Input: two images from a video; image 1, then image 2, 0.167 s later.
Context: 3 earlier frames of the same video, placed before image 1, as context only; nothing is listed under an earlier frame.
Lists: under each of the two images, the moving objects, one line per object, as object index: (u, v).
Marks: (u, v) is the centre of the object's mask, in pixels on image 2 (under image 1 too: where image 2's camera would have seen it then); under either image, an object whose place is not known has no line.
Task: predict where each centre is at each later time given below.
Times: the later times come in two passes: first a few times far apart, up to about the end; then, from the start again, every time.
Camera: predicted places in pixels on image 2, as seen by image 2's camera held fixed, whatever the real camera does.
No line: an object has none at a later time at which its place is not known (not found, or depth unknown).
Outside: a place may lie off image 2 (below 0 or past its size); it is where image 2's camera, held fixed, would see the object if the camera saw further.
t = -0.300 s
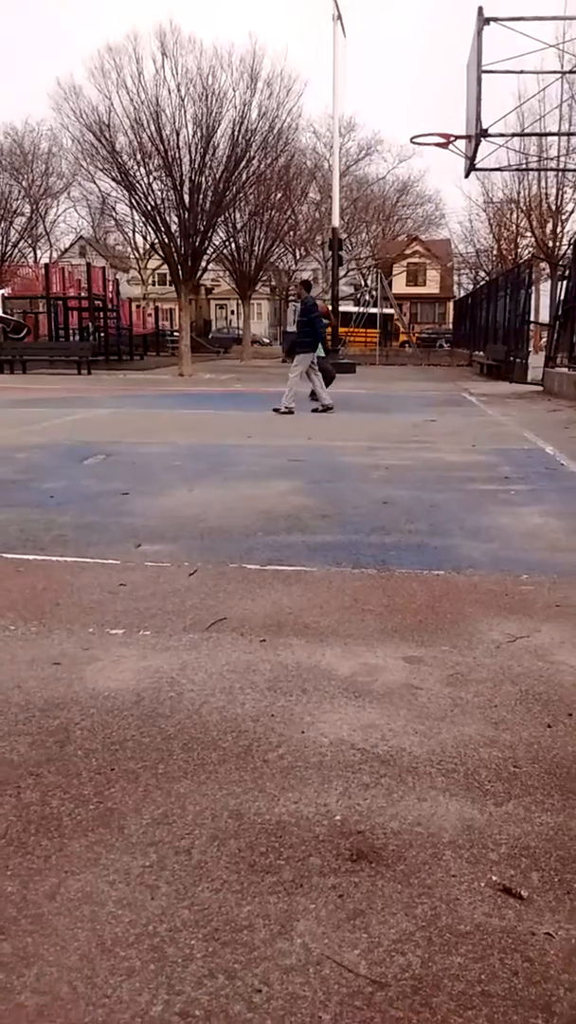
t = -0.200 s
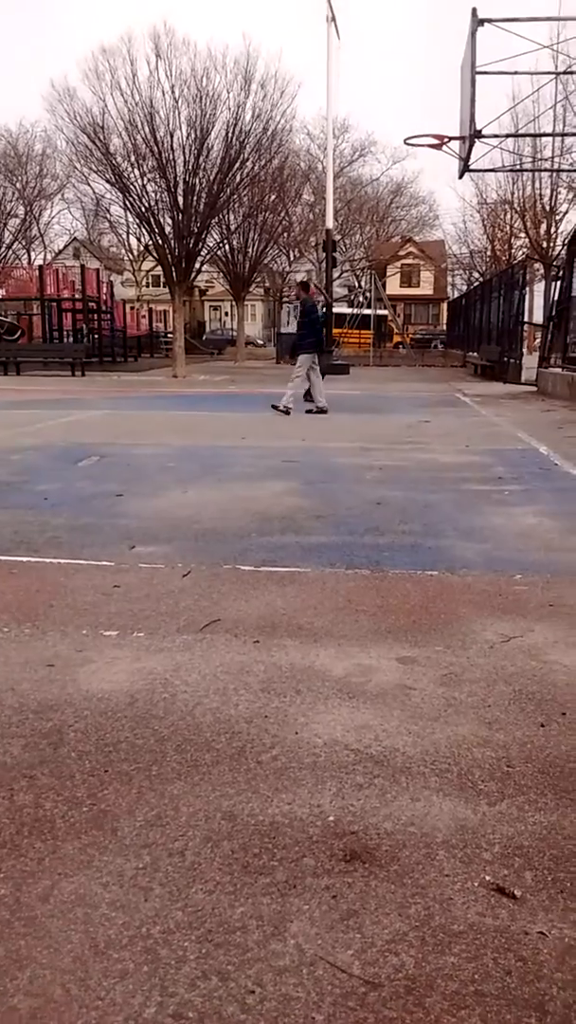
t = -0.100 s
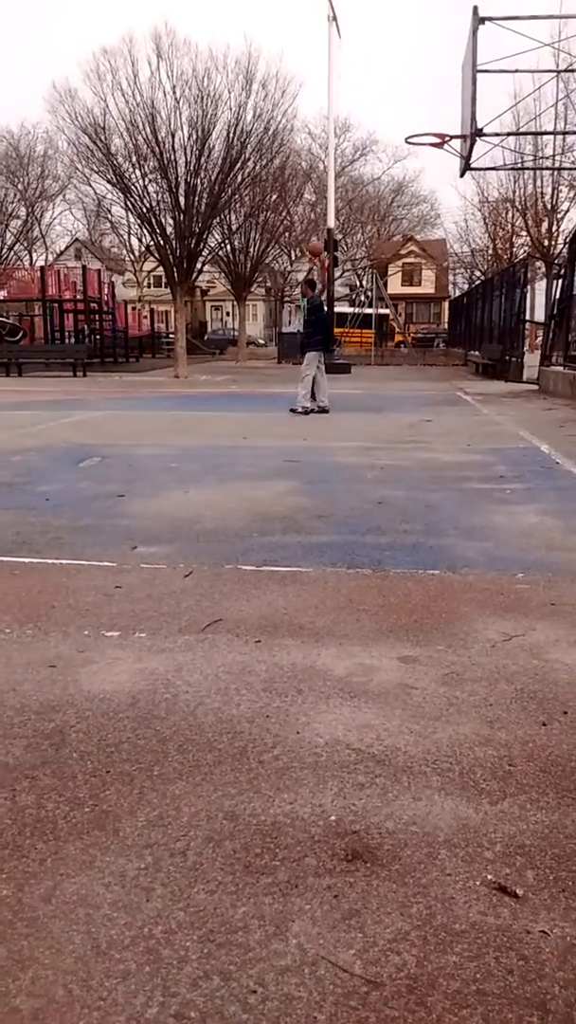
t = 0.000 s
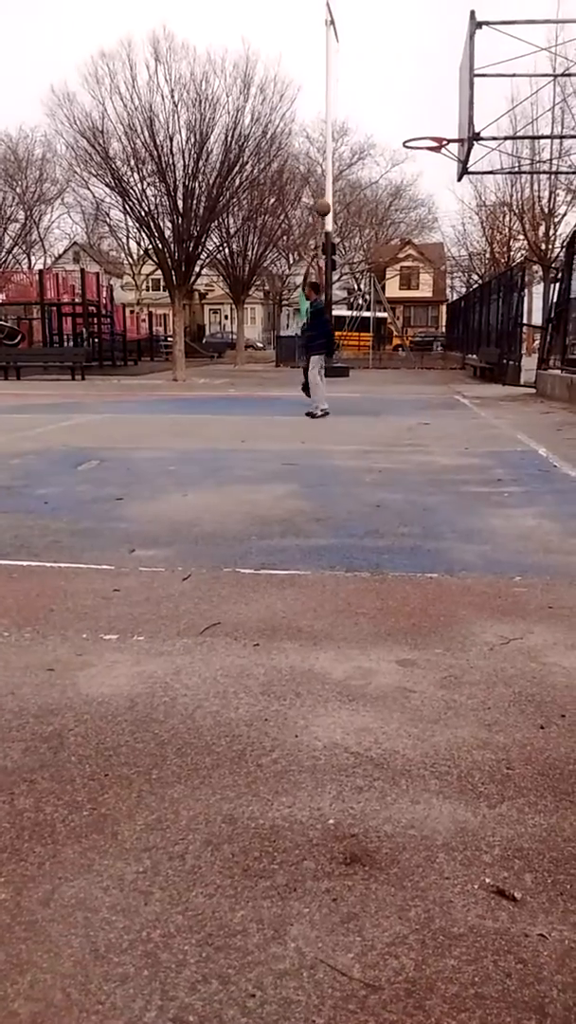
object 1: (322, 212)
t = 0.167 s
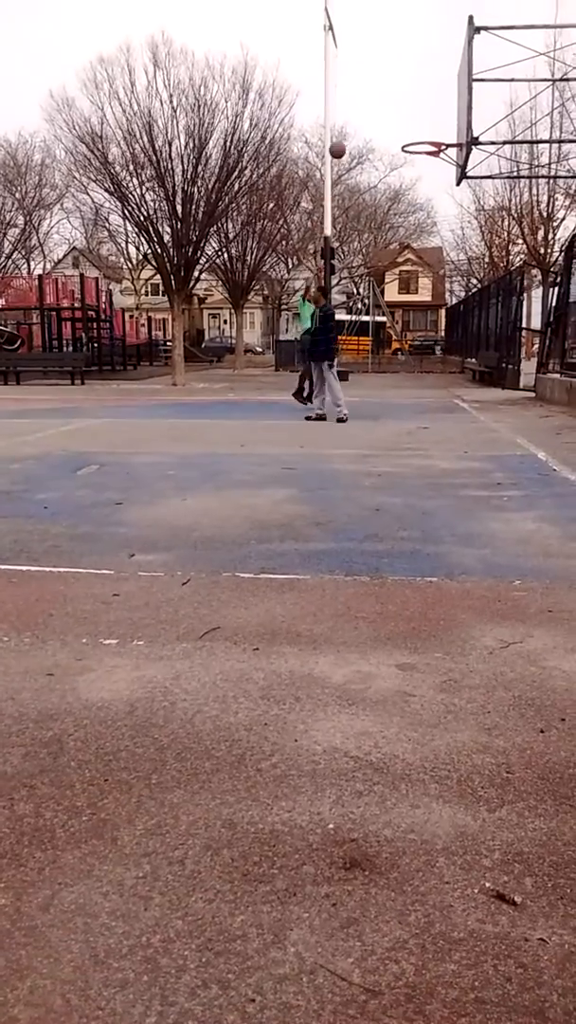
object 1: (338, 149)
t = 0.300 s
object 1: (351, 110)
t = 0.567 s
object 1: (380, 70)
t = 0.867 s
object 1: (415, 96)
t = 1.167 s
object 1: (445, 81)
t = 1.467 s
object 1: (437, 40)
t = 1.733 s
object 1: (420, 84)
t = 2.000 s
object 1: (401, 200)
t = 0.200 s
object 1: (340, 139)
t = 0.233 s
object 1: (344, 129)
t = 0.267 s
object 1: (348, 119)
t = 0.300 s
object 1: (351, 110)
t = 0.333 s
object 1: (354, 103)
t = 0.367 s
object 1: (358, 95)
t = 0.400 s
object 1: (362, 89)
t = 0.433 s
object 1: (365, 83)
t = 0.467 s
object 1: (368, 79)
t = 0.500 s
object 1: (372, 75)
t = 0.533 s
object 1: (377, 72)
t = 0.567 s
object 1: (380, 70)
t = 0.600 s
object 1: (384, 69)
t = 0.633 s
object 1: (388, 68)
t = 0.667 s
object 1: (391, 70)
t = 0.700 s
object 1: (394, 72)
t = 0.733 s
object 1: (398, 74)
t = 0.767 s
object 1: (403, 78)
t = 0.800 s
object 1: (406, 83)
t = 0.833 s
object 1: (410, 89)
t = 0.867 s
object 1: (415, 96)
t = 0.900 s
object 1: (419, 105)
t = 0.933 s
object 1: (423, 114)
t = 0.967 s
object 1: (426, 125)
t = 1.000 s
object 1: (430, 136)
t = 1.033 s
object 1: (433, 132)
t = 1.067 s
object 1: (435, 119)
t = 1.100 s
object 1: (437, 106)
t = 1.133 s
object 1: (442, 93)
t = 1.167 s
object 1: (445, 81)
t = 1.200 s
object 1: (448, 70)
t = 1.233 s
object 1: (451, 61)
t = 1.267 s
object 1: (449, 54)
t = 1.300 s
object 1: (446, 49)
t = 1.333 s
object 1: (444, 45)
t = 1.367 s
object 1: (444, 42)
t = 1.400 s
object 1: (442, 40)
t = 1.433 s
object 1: (439, 40)
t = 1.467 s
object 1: (437, 40)
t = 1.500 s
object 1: (436, 41)
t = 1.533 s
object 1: (434, 44)
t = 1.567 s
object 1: (431, 48)
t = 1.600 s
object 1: (429, 53)
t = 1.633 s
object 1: (428, 58)
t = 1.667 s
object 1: (423, 66)
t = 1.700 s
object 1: (422, 74)
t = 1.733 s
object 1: (420, 84)
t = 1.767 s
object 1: (418, 94)
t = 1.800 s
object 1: (415, 106)
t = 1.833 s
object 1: (413, 119)
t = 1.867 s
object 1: (411, 133)
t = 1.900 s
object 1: (409, 148)
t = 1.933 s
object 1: (406, 165)
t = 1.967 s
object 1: (404, 182)
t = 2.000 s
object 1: (401, 200)
